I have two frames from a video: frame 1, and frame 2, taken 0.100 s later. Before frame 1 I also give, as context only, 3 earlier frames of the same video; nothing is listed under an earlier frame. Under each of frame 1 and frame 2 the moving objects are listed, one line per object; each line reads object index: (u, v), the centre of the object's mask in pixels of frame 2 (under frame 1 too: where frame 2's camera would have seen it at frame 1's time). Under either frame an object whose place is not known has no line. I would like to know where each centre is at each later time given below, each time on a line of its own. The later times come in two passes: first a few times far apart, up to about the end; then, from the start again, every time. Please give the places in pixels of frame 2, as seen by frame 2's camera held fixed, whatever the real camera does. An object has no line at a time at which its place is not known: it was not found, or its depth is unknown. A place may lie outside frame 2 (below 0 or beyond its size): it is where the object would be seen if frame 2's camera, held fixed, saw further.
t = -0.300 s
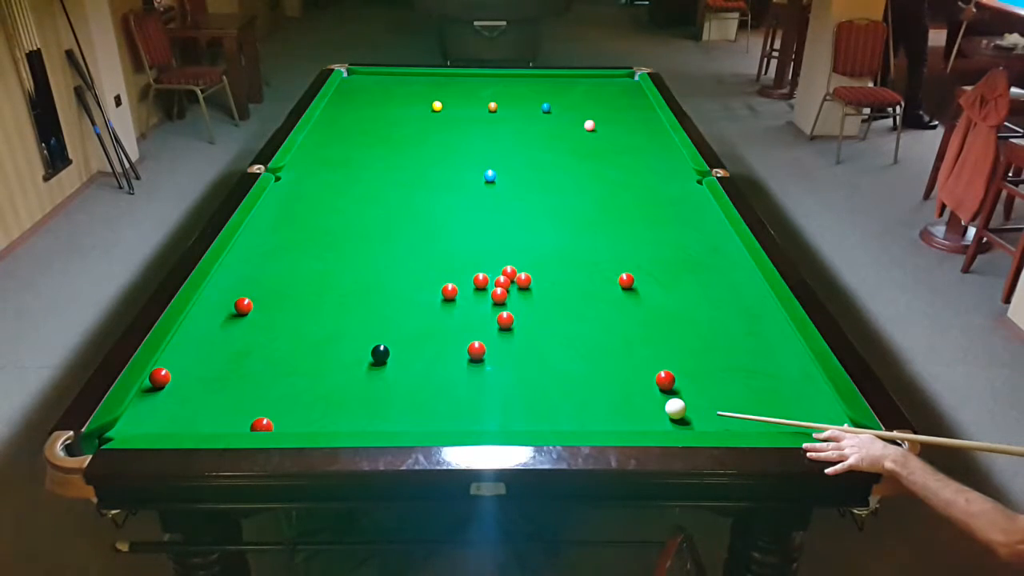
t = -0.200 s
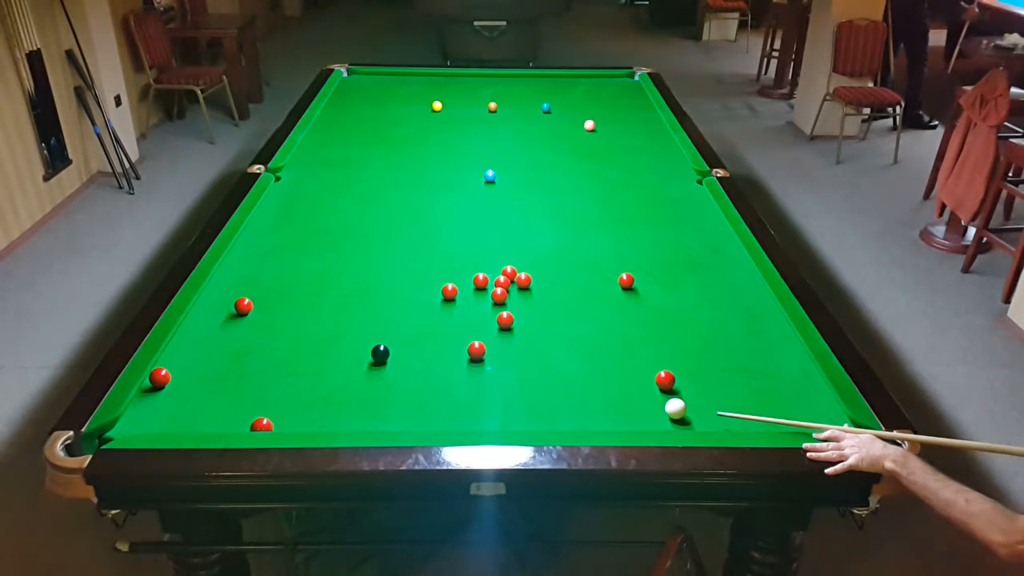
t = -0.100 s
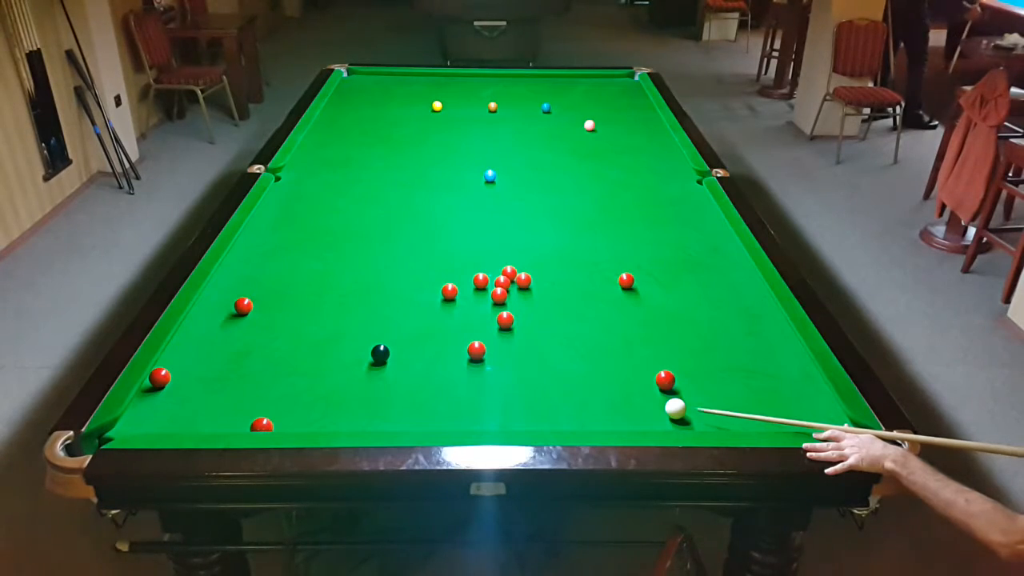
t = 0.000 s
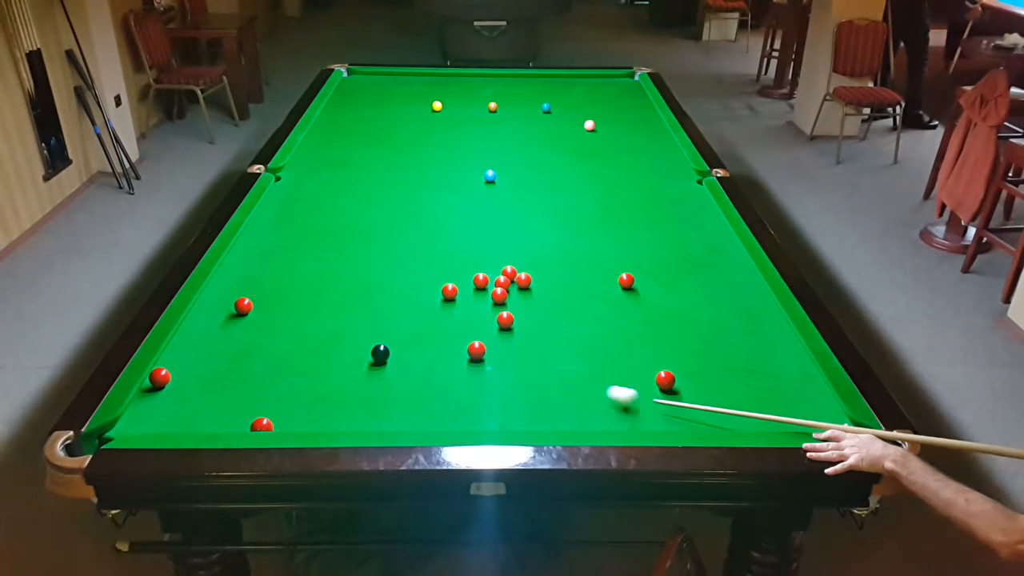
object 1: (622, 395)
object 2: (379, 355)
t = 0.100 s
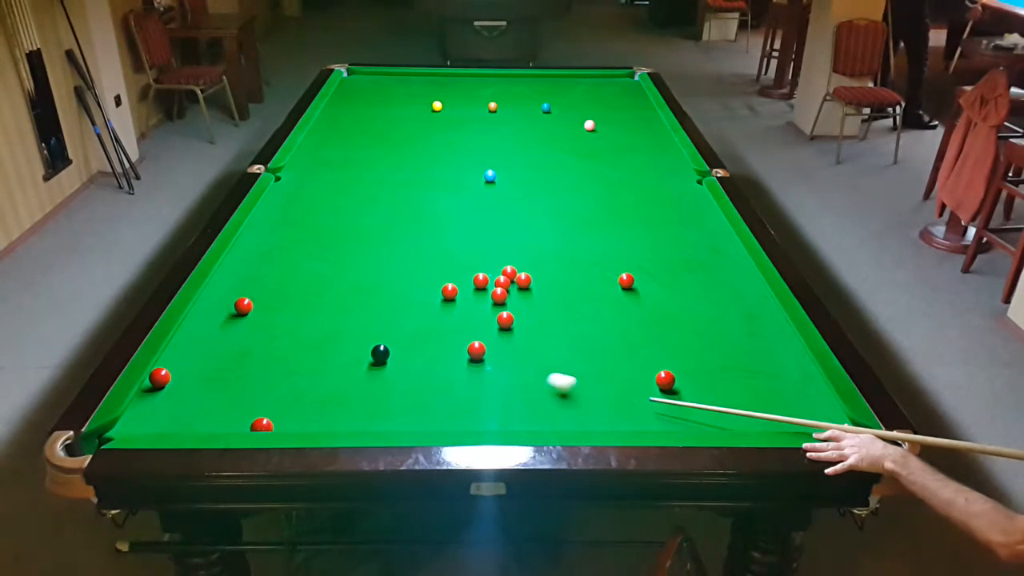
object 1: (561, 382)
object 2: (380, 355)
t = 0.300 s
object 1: (452, 358)
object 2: (380, 355)
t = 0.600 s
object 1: (359, 317)
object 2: (325, 367)
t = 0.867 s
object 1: (309, 282)
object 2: (257, 383)
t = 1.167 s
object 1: (260, 249)
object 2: (183, 399)
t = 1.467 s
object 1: (277, 225)
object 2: (147, 414)
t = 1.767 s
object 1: (319, 207)
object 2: (179, 424)
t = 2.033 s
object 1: (351, 194)
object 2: (206, 425)
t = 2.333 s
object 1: (382, 180)
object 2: (233, 421)
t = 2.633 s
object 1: (409, 168)
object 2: (255, 414)
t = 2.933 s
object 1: (433, 158)
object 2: (273, 412)
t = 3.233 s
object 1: (454, 149)
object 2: (284, 411)
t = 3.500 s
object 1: (470, 142)
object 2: (292, 409)
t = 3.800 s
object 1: (487, 135)
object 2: (295, 409)
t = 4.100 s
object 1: (501, 129)
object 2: (296, 409)
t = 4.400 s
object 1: (513, 123)
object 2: (296, 409)
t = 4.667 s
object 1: (524, 119)
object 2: (296, 409)
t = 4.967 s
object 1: (534, 115)
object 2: (296, 409)
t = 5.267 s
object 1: (542, 111)
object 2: (296, 408)
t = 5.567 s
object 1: (549, 109)
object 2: (296, 409)
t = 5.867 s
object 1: (554, 109)
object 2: (296, 409)
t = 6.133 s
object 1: (557, 108)
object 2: (296, 409)
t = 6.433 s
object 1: (559, 108)
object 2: (296, 409)
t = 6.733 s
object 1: (559, 108)
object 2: (296, 409)
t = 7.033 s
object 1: (559, 109)
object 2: (296, 409)
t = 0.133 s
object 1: (542, 377)
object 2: (379, 355)
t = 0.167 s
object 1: (524, 373)
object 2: (379, 355)
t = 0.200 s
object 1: (506, 370)
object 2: (380, 355)
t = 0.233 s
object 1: (487, 365)
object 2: (380, 355)
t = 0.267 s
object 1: (470, 362)
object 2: (380, 355)
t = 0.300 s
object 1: (452, 358)
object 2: (380, 355)
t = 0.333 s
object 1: (435, 354)
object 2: (380, 355)
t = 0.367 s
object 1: (418, 351)
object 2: (380, 355)
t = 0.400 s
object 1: (402, 348)
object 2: (379, 355)
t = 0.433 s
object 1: (394, 342)
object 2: (370, 356)
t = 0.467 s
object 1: (388, 337)
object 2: (360, 359)
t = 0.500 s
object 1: (381, 331)
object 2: (350, 361)
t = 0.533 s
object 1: (374, 326)
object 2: (341, 363)
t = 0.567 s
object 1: (367, 321)
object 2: (333, 365)
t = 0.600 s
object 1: (359, 317)
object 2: (325, 367)
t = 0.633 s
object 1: (353, 312)
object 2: (316, 369)
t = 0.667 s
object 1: (346, 307)
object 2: (308, 371)
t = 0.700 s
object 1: (340, 303)
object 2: (299, 373)
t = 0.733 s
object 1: (333, 298)
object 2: (291, 375)
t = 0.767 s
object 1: (327, 294)
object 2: (283, 377)
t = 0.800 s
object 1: (321, 290)
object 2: (274, 380)
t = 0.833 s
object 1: (315, 286)
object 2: (266, 381)
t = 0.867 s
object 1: (309, 282)
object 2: (257, 383)
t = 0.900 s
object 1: (303, 278)
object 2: (249, 385)
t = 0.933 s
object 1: (297, 274)
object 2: (240, 387)
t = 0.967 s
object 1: (292, 270)
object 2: (232, 389)
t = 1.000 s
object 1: (286, 266)
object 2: (224, 391)
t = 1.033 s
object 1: (281, 263)
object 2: (215, 393)
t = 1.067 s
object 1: (275, 259)
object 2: (208, 393)
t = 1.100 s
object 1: (270, 255)
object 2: (200, 395)
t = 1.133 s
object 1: (265, 252)
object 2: (191, 397)
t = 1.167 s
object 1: (260, 249)
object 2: (183, 399)
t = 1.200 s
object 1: (255, 246)
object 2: (175, 401)
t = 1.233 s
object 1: (250, 242)
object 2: (167, 402)
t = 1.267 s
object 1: (246, 239)
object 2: (158, 404)
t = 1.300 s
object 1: (249, 237)
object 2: (150, 407)
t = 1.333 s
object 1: (255, 234)
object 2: (142, 408)
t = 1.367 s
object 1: (261, 232)
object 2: (136, 410)
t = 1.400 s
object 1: (266, 230)
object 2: (140, 412)
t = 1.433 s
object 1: (272, 227)
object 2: (143, 413)
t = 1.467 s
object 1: (277, 225)
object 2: (147, 414)
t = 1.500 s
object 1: (282, 223)
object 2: (151, 416)
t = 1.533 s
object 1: (287, 221)
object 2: (154, 417)
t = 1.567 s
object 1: (292, 219)
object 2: (158, 418)
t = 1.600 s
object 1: (296, 217)
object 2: (161, 419)
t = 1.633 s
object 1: (301, 215)
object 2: (165, 420)
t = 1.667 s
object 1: (306, 213)
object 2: (169, 421)
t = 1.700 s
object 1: (310, 211)
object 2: (172, 422)
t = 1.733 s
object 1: (315, 209)
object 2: (175, 423)
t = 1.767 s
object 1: (319, 207)
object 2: (179, 424)
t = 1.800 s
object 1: (323, 206)
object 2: (183, 424)
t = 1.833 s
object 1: (327, 204)
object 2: (186, 425)
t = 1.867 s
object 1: (331, 202)
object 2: (190, 426)
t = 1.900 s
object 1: (335, 201)
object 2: (193, 426)
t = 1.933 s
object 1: (339, 199)
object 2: (196, 426)
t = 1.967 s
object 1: (343, 197)
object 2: (200, 425)
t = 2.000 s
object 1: (347, 195)
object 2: (203, 425)
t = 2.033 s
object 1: (351, 194)
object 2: (206, 425)
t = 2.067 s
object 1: (355, 192)
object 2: (209, 424)
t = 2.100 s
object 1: (358, 190)
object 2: (213, 424)
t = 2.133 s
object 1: (362, 189)
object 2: (216, 423)
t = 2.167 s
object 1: (366, 188)
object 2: (219, 423)
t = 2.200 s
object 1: (369, 186)
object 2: (222, 423)
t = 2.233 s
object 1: (372, 184)
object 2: (225, 422)
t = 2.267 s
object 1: (376, 183)
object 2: (228, 422)
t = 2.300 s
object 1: (379, 182)
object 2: (231, 421)
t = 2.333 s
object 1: (382, 180)
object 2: (233, 421)
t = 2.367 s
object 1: (385, 179)
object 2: (236, 421)
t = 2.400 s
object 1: (389, 177)
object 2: (239, 420)
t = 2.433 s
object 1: (392, 176)
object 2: (241, 420)
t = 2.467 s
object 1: (395, 175)
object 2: (243, 419)
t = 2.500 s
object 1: (398, 174)
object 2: (246, 419)
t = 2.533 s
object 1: (401, 172)
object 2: (248, 418)
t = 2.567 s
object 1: (404, 171)
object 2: (250, 417)
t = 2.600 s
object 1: (407, 170)
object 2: (252, 415)
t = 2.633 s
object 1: (409, 168)
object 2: (255, 414)
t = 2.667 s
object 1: (412, 167)
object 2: (258, 413)
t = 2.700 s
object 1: (415, 166)
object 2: (260, 412)
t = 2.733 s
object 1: (417, 165)
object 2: (262, 412)
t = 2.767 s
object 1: (420, 163)
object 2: (264, 412)
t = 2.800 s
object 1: (423, 163)
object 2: (266, 412)
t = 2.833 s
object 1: (426, 162)
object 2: (268, 411)
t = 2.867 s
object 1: (428, 161)
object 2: (270, 412)
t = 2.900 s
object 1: (431, 159)
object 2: (272, 412)
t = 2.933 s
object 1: (433, 158)
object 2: (273, 412)
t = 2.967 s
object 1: (436, 157)
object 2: (275, 412)
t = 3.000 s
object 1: (438, 156)
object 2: (276, 412)
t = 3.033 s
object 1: (440, 155)
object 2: (277, 412)
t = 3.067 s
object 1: (443, 154)
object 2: (279, 412)
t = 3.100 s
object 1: (445, 153)
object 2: (280, 412)
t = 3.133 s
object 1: (447, 152)
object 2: (281, 411)
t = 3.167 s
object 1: (449, 151)
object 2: (282, 412)
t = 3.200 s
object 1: (452, 150)
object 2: (283, 411)
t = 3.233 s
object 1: (454, 149)
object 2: (284, 411)
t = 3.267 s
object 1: (456, 148)
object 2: (286, 410)
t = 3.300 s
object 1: (458, 147)
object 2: (287, 410)
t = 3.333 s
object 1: (460, 146)
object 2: (288, 409)
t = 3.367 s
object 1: (463, 145)
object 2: (289, 409)
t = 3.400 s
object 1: (464, 144)
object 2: (290, 409)
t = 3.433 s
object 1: (466, 144)
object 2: (290, 409)
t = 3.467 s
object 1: (468, 143)
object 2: (291, 409)
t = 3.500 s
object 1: (470, 142)
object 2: (292, 409)
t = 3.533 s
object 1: (472, 141)
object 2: (293, 409)
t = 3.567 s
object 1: (474, 140)
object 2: (293, 408)
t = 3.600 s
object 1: (476, 140)
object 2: (293, 408)
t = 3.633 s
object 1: (478, 139)
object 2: (294, 408)
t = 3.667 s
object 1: (480, 138)
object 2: (294, 408)
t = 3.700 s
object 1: (481, 137)
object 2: (295, 408)
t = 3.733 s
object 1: (483, 136)
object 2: (295, 408)
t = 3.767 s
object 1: (485, 136)
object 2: (295, 408)
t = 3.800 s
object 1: (487, 135)
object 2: (295, 409)
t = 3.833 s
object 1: (488, 134)
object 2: (295, 409)
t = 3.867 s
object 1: (490, 133)
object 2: (295, 409)
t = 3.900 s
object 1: (491, 133)
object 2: (295, 409)
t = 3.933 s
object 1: (493, 132)
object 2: (295, 409)
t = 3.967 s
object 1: (495, 131)
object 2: (295, 409)
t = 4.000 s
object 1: (496, 131)
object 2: (295, 409)
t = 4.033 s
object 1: (498, 130)
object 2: (296, 409)
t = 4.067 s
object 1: (499, 129)
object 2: (296, 409)
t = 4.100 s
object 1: (501, 129)
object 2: (296, 409)
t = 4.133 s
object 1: (502, 128)
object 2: (296, 409)
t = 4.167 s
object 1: (504, 128)
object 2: (296, 409)
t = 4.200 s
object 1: (505, 127)
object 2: (296, 409)
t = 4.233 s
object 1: (507, 126)
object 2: (296, 409)
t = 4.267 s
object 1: (508, 125)
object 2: (296, 409)
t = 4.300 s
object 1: (509, 125)
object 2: (296, 409)
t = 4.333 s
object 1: (511, 124)
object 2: (296, 409)
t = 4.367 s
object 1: (512, 124)
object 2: (296, 409)
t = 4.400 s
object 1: (513, 123)
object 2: (296, 409)
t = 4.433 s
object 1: (515, 123)
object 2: (296, 409)
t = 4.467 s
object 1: (516, 122)
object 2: (296, 409)
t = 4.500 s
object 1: (517, 122)
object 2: (296, 409)
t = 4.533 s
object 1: (519, 121)
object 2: (296, 409)
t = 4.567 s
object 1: (520, 120)
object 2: (296, 409)
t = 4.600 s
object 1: (521, 120)
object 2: (296, 409)
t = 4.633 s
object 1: (522, 119)
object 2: (296, 409)
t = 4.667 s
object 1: (524, 119)
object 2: (296, 409)
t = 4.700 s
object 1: (525, 118)
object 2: (296, 409)
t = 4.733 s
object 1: (526, 118)
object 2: (296, 409)
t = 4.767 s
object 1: (527, 117)
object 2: (296, 409)
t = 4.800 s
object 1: (528, 117)
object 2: (296, 409)
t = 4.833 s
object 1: (529, 116)
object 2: (296, 409)
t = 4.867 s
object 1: (531, 116)
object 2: (296, 409)
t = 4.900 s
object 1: (532, 115)
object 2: (296, 409)
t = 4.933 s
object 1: (533, 115)
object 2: (296, 409)
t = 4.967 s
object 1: (534, 115)
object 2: (296, 409)
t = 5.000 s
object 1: (535, 114)
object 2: (296, 408)
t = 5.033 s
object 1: (536, 114)
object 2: (296, 408)
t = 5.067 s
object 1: (537, 114)
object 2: (296, 408)
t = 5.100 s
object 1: (538, 113)
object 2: (296, 408)
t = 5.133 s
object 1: (539, 113)
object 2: (296, 408)
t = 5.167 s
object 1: (540, 112)
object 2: (296, 409)
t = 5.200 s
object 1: (541, 112)
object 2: (296, 408)
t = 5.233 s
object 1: (542, 111)
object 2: (296, 408)
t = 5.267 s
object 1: (542, 111)
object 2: (296, 408)
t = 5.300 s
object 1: (543, 110)
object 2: (296, 409)
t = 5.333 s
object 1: (544, 110)
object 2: (296, 409)
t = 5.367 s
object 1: (545, 109)
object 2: (296, 409)
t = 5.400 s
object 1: (546, 109)
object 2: (296, 409)
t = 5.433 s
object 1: (546, 109)
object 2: (296, 409)
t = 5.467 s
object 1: (547, 109)
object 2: (296, 409)
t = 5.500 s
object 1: (548, 109)
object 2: (296, 409)
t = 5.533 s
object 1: (549, 109)
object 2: (296, 409)
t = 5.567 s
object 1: (549, 109)
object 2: (296, 409)
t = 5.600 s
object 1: (550, 109)
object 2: (296, 409)
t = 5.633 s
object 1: (551, 109)
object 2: (296, 409)
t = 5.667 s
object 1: (551, 109)
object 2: (296, 409)
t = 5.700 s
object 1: (552, 109)
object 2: (296, 409)
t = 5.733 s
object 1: (552, 109)
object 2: (296, 409)
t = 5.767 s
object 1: (553, 109)
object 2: (296, 409)
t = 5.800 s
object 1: (553, 109)
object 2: (296, 409)
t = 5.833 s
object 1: (554, 109)
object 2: (296, 409)
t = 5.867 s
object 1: (554, 109)
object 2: (296, 409)
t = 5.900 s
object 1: (555, 108)
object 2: (296, 409)
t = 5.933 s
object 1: (555, 109)
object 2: (296, 409)
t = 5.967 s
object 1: (556, 108)
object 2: (296, 409)
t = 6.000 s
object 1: (556, 109)
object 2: (296, 409)
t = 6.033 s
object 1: (556, 108)
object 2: (296, 409)
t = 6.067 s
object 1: (557, 108)
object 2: (296, 409)
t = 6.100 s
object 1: (557, 108)
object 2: (296, 409)
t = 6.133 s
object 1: (557, 108)
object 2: (296, 409)
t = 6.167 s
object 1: (558, 108)
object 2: (296, 409)
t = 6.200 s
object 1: (558, 108)
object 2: (296, 409)
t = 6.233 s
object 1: (558, 108)
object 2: (296, 409)
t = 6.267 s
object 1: (559, 108)
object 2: (296, 409)
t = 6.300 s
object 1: (559, 108)
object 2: (296, 409)
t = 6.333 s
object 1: (559, 108)
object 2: (296, 409)
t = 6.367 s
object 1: (559, 108)
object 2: (296, 409)
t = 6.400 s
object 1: (559, 108)
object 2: (296, 409)
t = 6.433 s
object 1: (559, 108)
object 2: (296, 409)
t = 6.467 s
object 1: (559, 108)
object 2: (296, 409)
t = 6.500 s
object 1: (559, 108)
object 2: (296, 409)
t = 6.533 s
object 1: (559, 108)
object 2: (296, 409)
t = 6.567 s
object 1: (559, 108)
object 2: (296, 409)
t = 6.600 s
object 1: (559, 108)
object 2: (296, 409)
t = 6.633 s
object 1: (559, 108)
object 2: (296, 409)
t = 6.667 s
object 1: (559, 109)
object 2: (296, 409)
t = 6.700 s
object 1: (559, 108)
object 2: (296, 409)
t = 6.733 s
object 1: (559, 108)
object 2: (296, 409)
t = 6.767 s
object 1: (559, 108)
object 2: (296, 409)
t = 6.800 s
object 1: (559, 109)
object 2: (296, 409)
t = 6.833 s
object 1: (559, 109)
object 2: (296, 409)
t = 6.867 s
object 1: (559, 109)
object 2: (296, 409)
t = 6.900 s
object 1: (559, 109)
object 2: (296, 409)
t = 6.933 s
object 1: (559, 109)
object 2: (296, 409)
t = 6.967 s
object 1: (559, 109)
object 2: (296, 409)
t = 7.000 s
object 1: (559, 109)
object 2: (296, 409)
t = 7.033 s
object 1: (559, 109)
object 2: (296, 409)
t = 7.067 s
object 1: (559, 109)
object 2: (296, 409)
